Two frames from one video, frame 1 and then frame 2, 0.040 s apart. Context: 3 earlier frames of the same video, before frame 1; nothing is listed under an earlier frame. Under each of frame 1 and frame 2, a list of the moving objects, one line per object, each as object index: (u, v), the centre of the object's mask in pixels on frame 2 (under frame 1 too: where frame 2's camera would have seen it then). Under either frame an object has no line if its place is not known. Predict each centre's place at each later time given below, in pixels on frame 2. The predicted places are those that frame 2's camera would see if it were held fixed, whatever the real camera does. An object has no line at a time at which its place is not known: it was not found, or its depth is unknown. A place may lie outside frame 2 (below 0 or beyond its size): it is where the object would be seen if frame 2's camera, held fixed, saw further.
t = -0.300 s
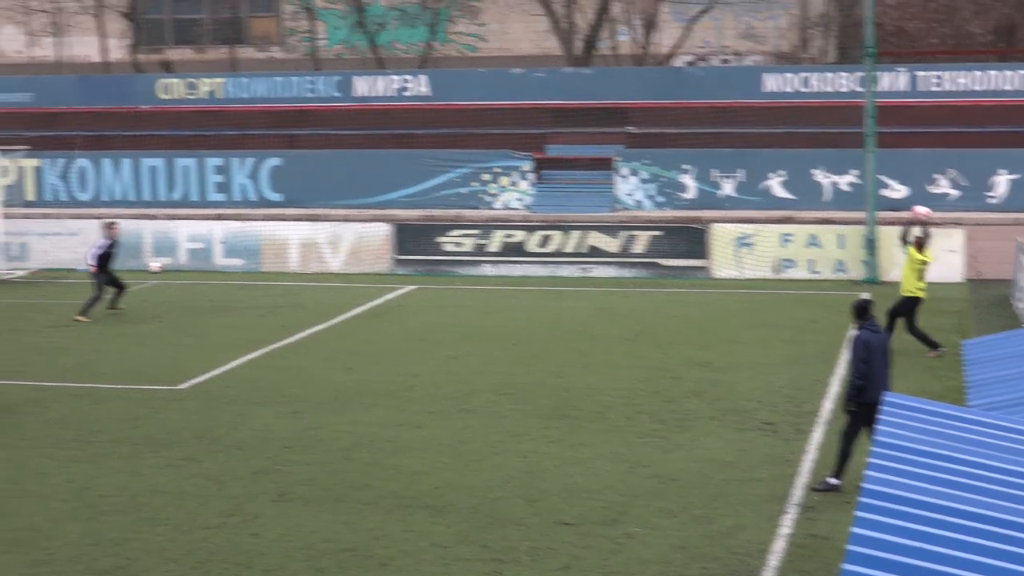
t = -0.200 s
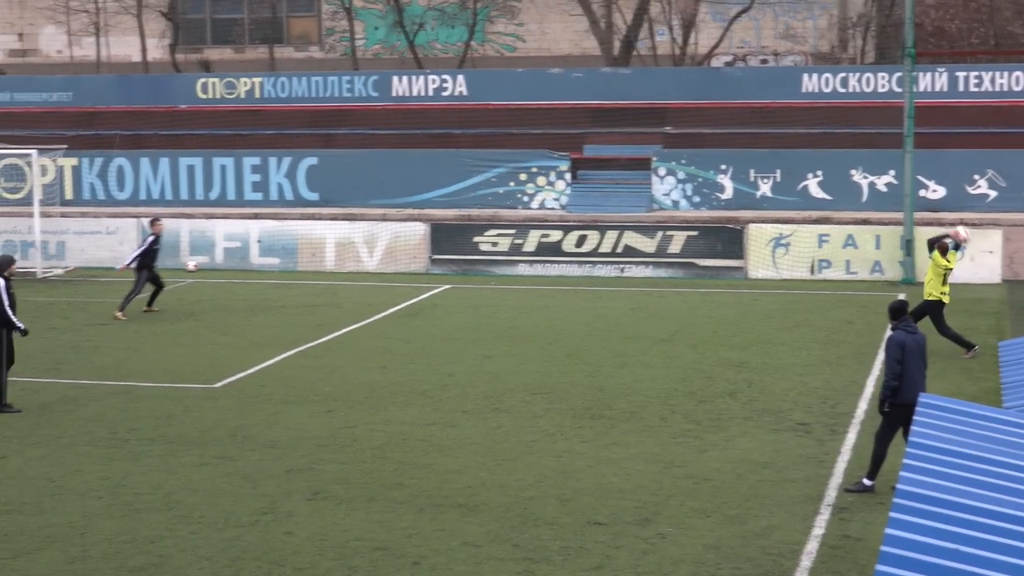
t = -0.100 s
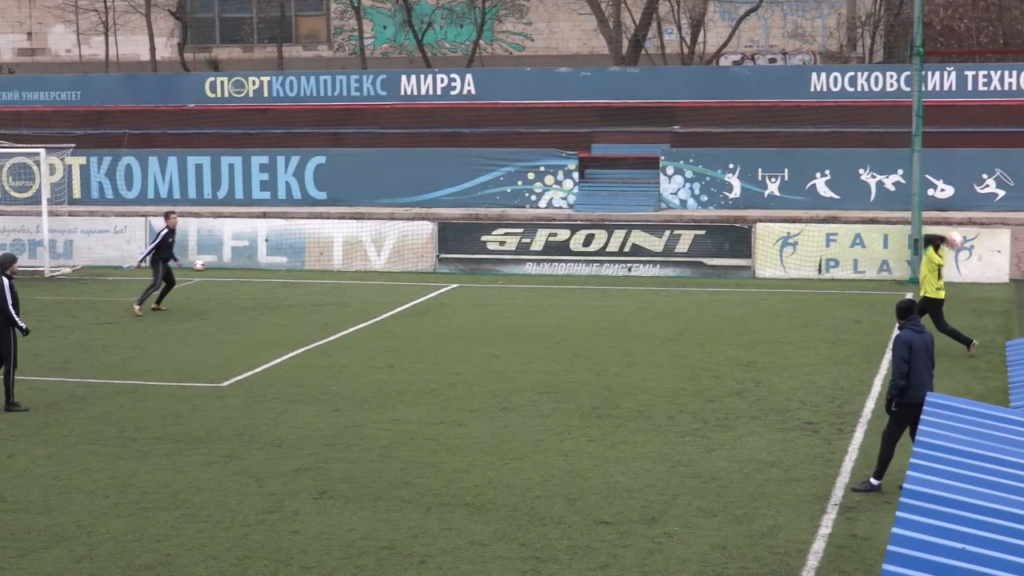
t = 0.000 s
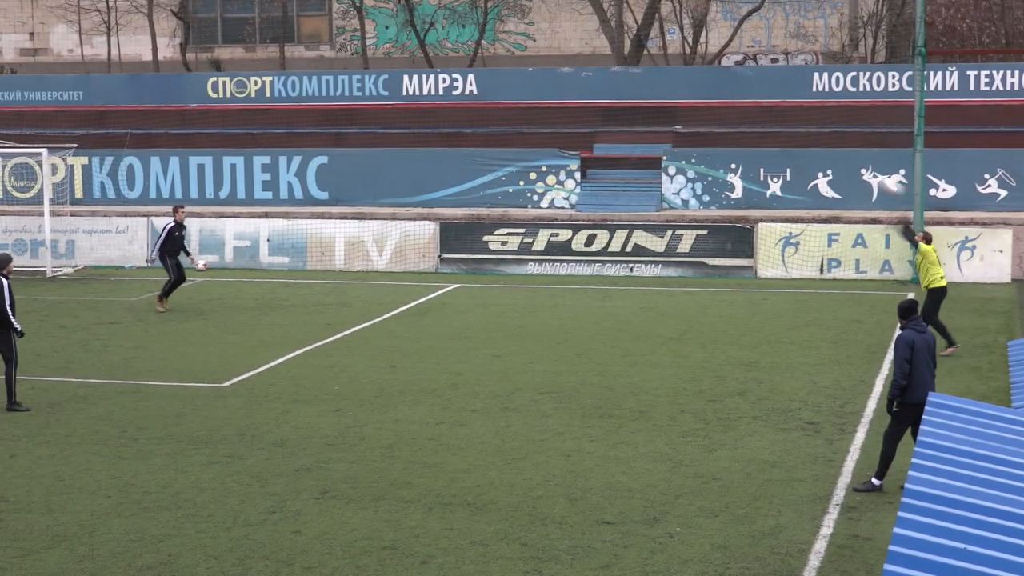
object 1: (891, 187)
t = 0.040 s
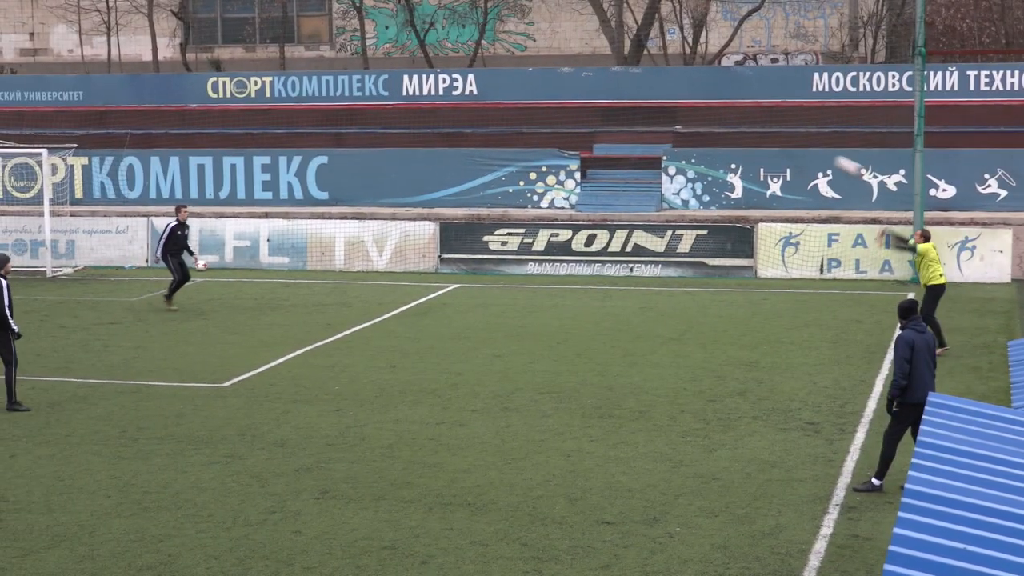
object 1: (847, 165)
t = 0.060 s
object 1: (828, 156)
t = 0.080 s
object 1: (808, 147)
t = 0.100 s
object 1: (789, 139)
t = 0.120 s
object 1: (770, 131)
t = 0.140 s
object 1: (752, 123)
